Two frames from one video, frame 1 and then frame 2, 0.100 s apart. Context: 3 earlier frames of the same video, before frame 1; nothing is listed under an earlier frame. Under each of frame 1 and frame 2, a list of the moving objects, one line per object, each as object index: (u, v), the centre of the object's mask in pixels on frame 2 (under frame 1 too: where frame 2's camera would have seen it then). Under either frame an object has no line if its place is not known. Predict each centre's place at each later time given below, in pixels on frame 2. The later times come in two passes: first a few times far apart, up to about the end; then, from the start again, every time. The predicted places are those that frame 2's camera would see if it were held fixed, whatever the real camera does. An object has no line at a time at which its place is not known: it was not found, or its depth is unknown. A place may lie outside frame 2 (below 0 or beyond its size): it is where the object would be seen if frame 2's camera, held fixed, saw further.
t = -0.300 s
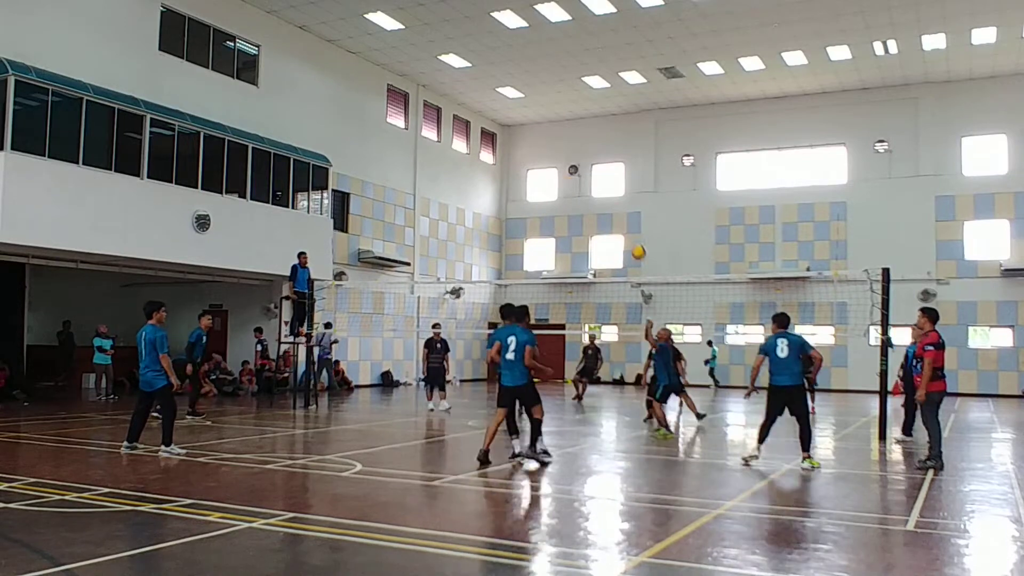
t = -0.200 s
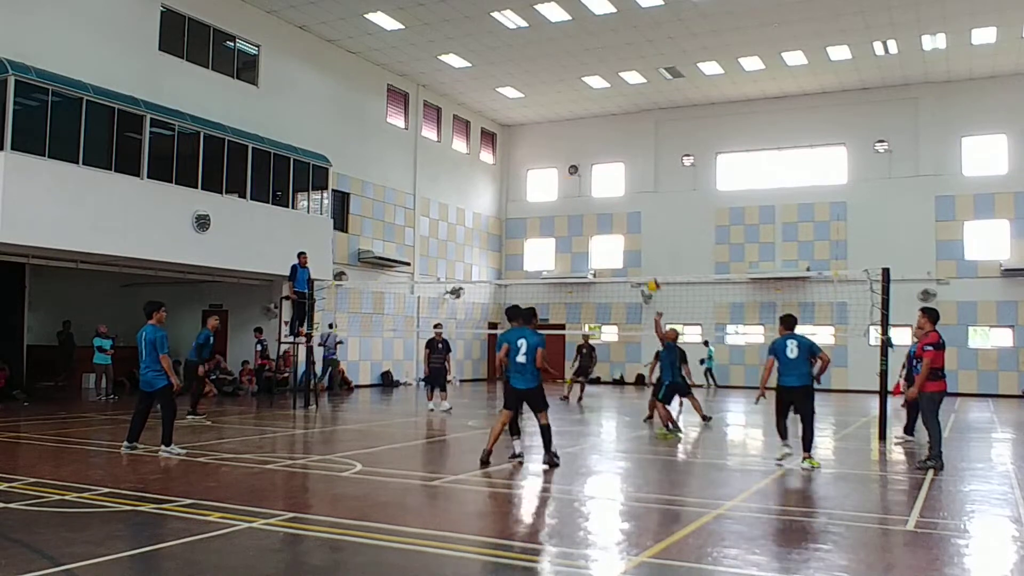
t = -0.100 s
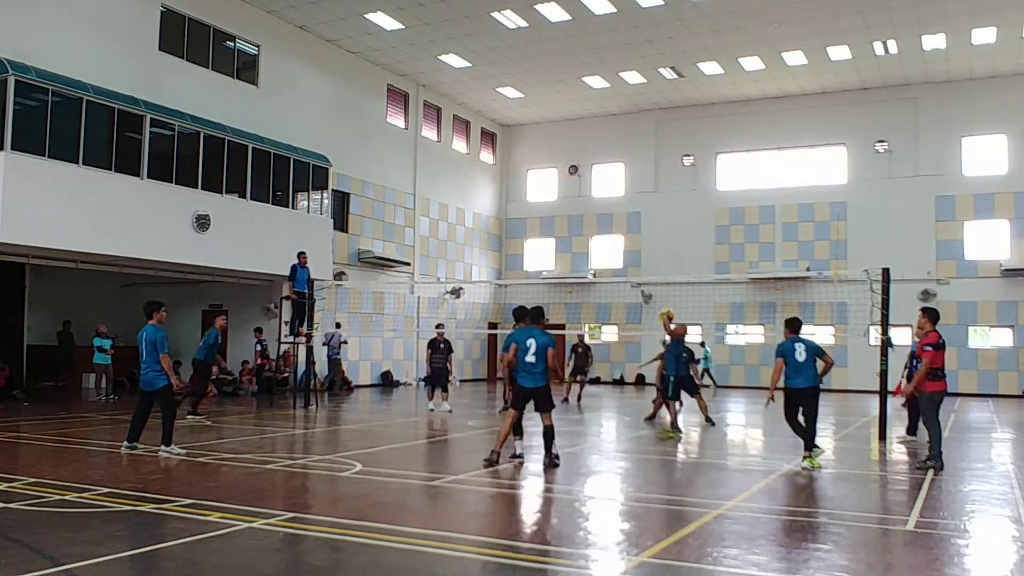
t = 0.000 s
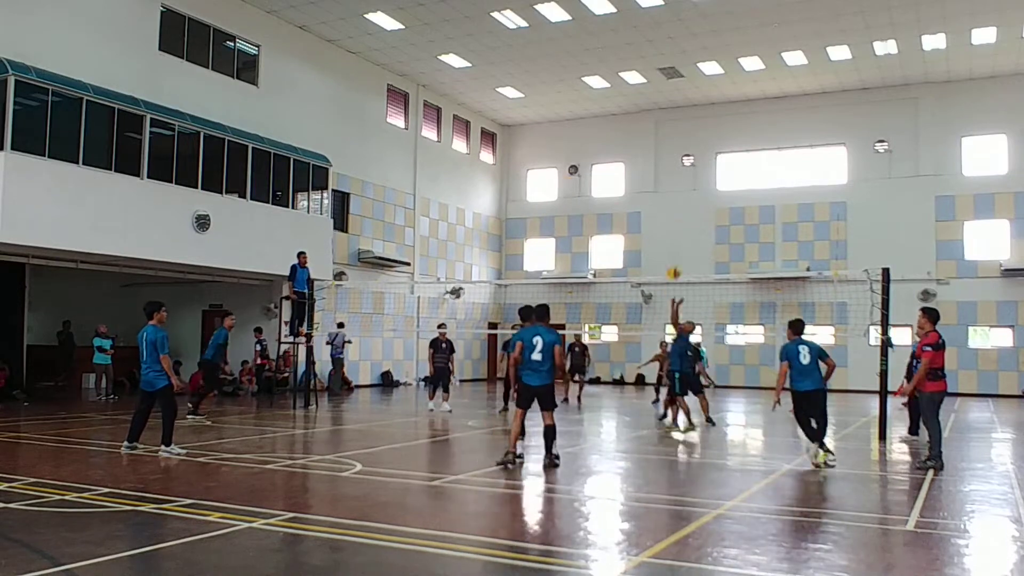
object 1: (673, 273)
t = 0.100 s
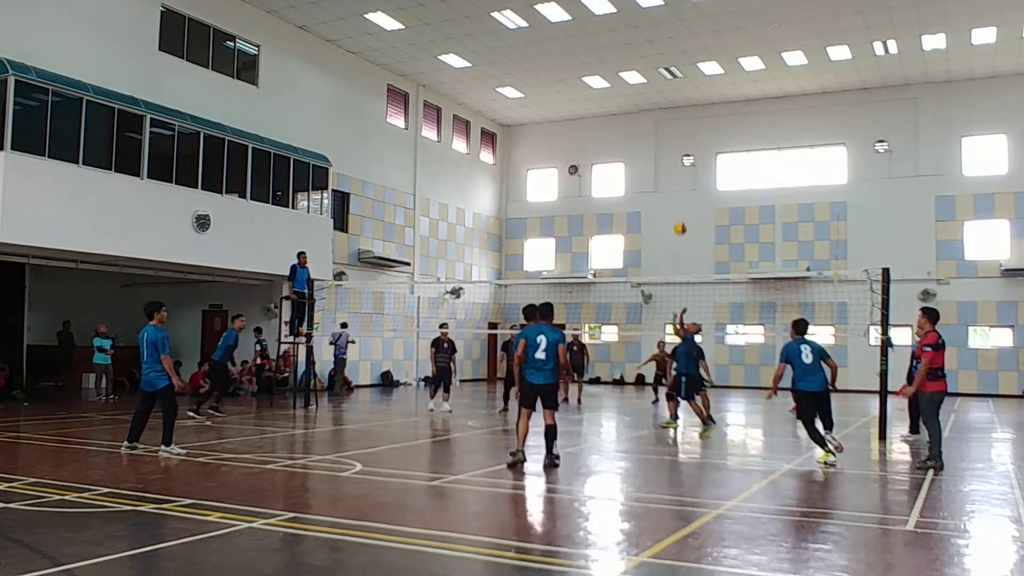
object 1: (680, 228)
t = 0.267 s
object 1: (691, 171)
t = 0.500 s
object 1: (704, 125)
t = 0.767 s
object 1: (720, 117)
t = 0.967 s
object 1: (732, 141)
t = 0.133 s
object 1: (682, 215)
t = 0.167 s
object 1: (684, 203)
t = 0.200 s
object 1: (686, 192)
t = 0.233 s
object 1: (688, 182)
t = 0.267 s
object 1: (691, 171)
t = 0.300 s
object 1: (693, 163)
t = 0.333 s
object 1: (695, 155)
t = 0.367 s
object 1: (696, 147)
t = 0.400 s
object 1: (698, 141)
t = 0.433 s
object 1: (700, 135)
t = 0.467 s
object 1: (702, 129)
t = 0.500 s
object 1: (704, 125)
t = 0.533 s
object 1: (707, 121)
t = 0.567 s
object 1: (709, 118)
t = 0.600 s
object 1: (710, 117)
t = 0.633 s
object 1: (713, 115)
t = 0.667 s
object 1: (714, 114)
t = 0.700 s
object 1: (717, 114)
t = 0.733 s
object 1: (718, 115)
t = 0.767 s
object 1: (720, 117)
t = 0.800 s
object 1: (722, 119)
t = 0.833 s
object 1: (724, 122)
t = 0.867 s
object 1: (726, 126)
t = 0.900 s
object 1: (727, 130)
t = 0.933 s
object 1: (730, 135)
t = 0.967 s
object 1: (732, 141)
